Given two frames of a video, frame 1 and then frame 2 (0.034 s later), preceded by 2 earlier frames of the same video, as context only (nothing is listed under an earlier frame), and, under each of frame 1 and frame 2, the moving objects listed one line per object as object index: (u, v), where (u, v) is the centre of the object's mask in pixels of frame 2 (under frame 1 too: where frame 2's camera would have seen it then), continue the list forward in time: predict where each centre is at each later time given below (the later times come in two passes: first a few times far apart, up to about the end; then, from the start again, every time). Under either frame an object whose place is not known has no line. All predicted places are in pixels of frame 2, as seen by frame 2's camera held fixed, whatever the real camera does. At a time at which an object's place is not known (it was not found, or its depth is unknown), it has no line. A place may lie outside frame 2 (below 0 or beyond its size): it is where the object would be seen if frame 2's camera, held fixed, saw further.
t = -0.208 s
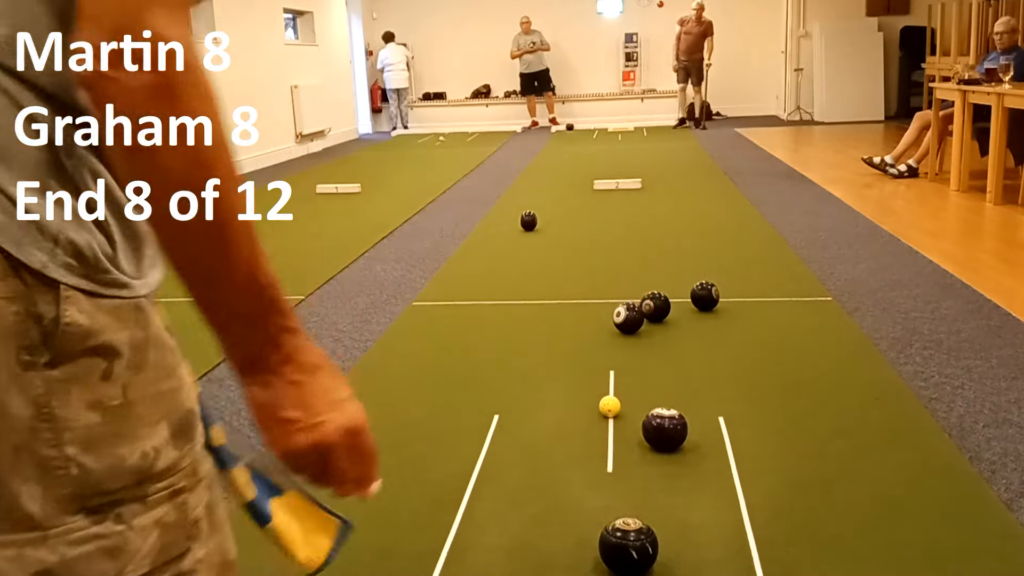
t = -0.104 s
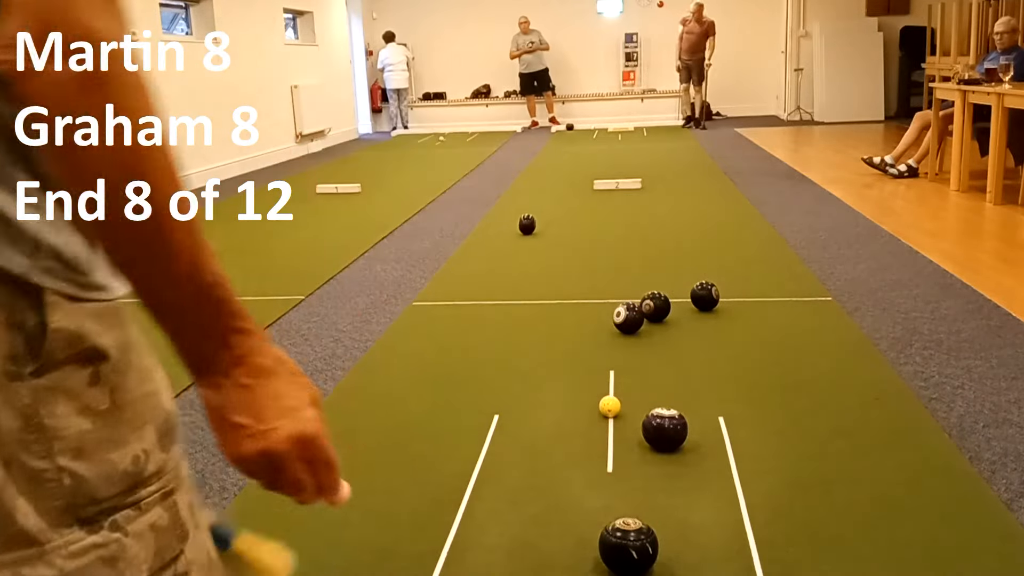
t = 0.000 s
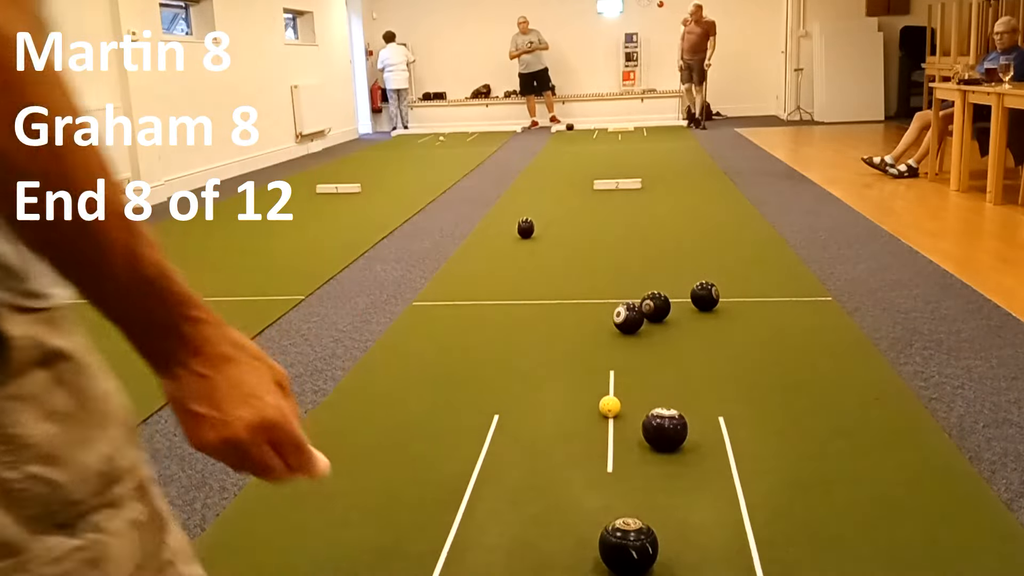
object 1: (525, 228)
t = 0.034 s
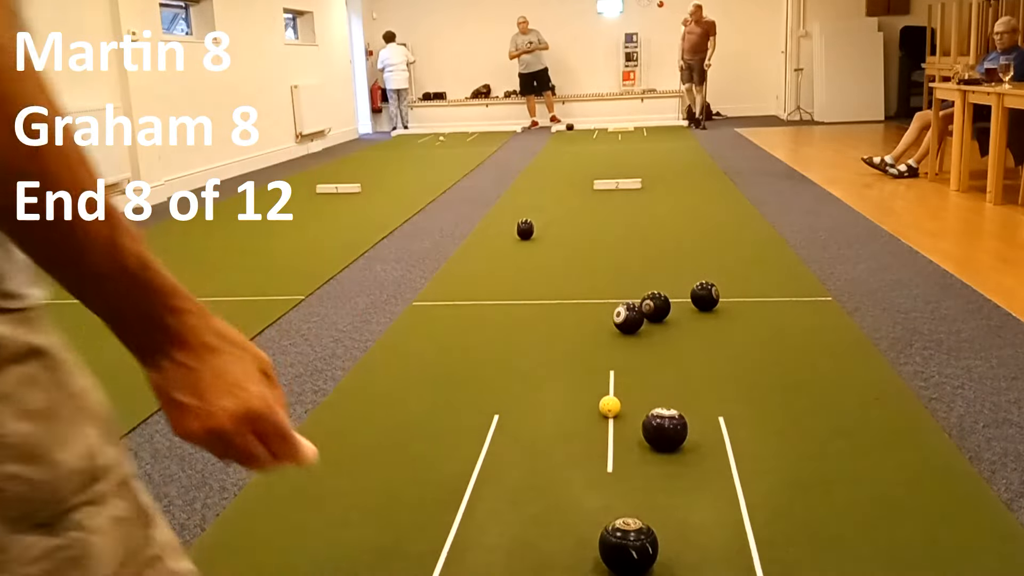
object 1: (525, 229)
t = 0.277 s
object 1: (522, 238)
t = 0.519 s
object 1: (520, 247)
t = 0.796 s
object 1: (518, 258)
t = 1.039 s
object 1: (517, 268)
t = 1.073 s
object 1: (517, 270)
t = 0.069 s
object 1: (524, 230)
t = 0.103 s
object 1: (524, 231)
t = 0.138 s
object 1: (524, 233)
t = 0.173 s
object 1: (523, 234)
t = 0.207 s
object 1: (523, 235)
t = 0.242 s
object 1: (522, 237)
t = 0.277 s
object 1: (522, 238)
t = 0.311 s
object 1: (522, 239)
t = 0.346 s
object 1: (521, 240)
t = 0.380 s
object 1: (521, 242)
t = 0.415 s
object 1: (521, 243)
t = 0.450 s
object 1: (521, 244)
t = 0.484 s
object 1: (520, 245)
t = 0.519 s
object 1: (520, 247)
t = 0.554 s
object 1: (520, 248)
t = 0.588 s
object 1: (520, 250)
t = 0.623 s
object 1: (519, 251)
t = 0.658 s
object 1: (519, 252)
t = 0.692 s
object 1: (519, 254)
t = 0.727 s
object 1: (518, 255)
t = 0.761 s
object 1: (518, 256)
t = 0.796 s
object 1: (518, 258)
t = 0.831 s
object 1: (518, 259)
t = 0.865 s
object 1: (518, 261)
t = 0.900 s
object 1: (518, 262)
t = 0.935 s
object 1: (518, 264)
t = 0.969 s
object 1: (517, 265)
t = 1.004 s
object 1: (517, 267)
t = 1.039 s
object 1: (517, 268)
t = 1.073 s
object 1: (517, 270)
